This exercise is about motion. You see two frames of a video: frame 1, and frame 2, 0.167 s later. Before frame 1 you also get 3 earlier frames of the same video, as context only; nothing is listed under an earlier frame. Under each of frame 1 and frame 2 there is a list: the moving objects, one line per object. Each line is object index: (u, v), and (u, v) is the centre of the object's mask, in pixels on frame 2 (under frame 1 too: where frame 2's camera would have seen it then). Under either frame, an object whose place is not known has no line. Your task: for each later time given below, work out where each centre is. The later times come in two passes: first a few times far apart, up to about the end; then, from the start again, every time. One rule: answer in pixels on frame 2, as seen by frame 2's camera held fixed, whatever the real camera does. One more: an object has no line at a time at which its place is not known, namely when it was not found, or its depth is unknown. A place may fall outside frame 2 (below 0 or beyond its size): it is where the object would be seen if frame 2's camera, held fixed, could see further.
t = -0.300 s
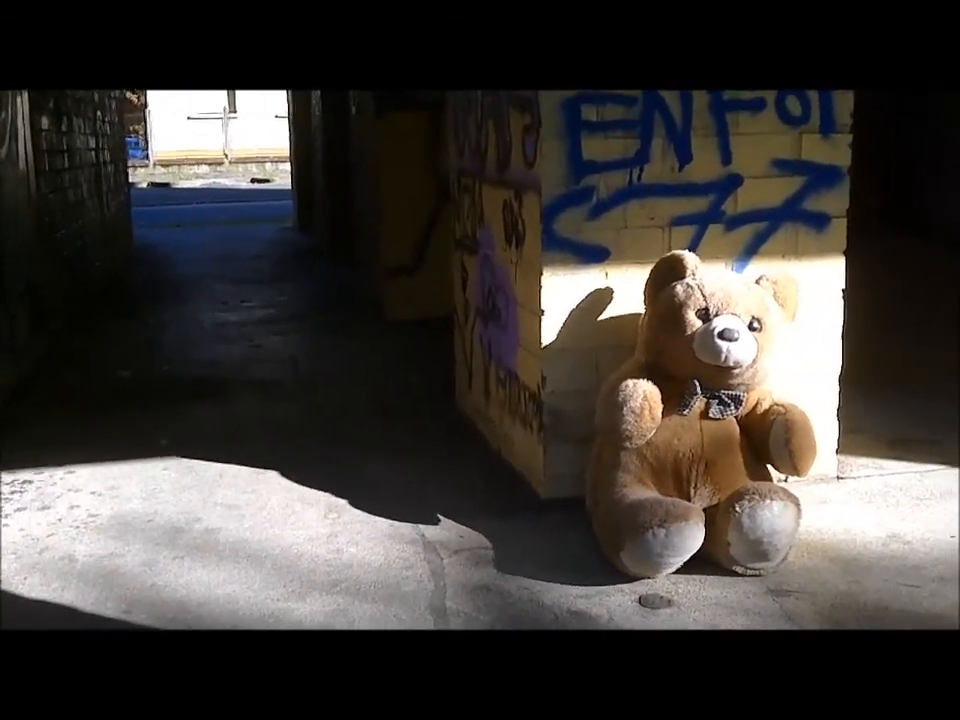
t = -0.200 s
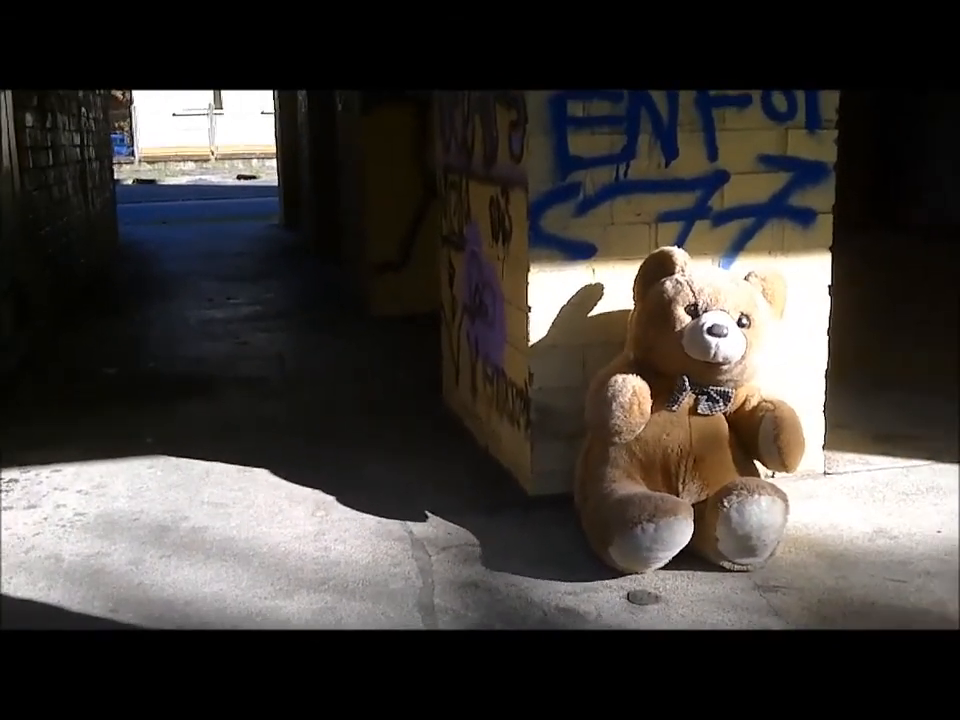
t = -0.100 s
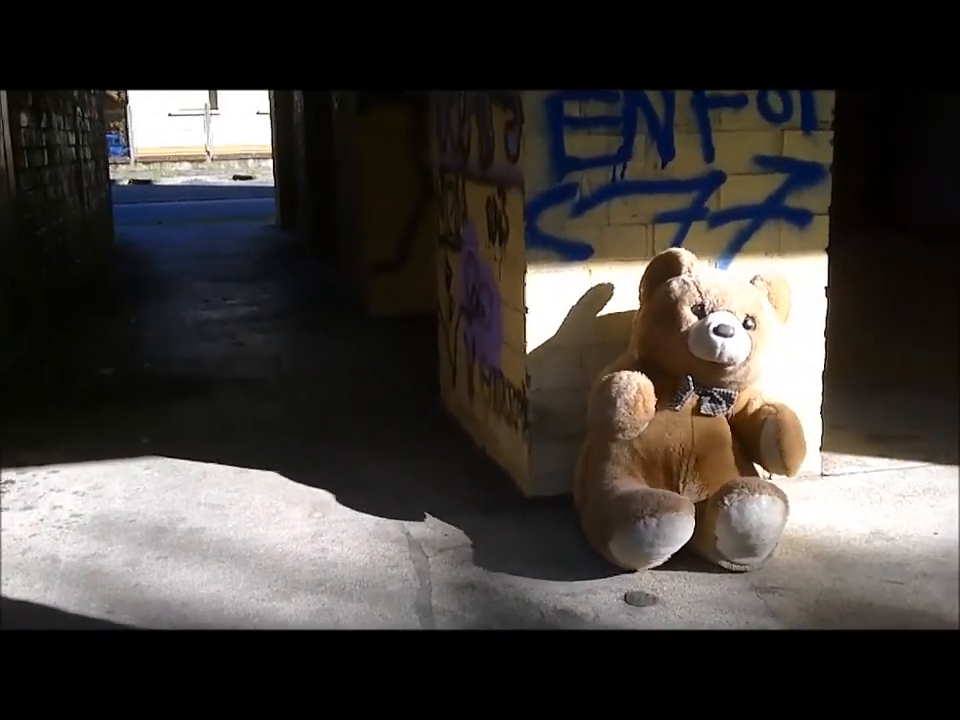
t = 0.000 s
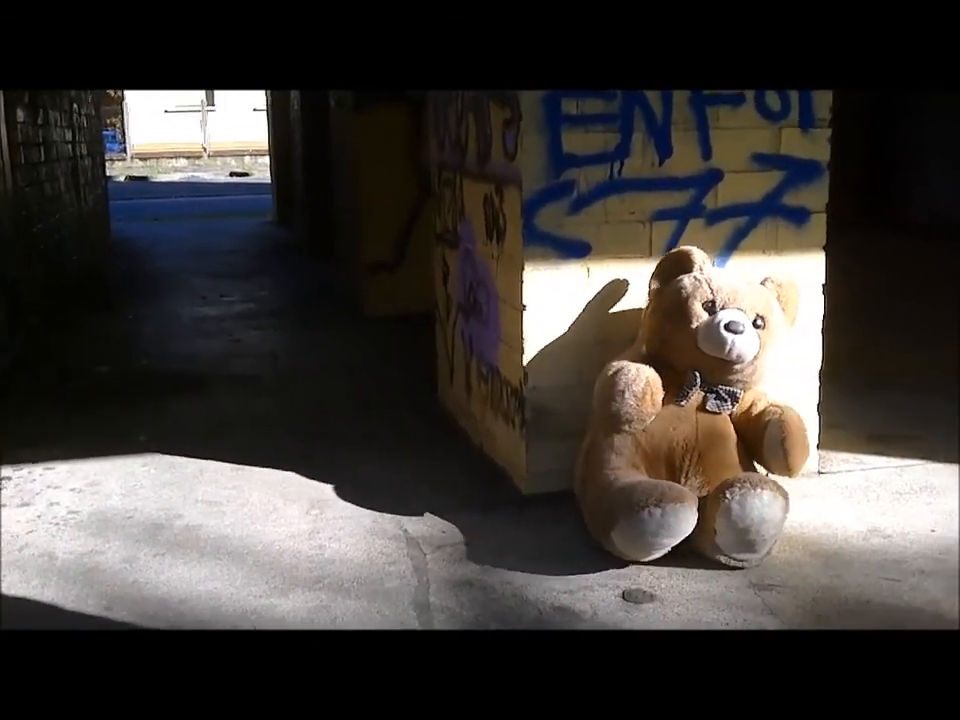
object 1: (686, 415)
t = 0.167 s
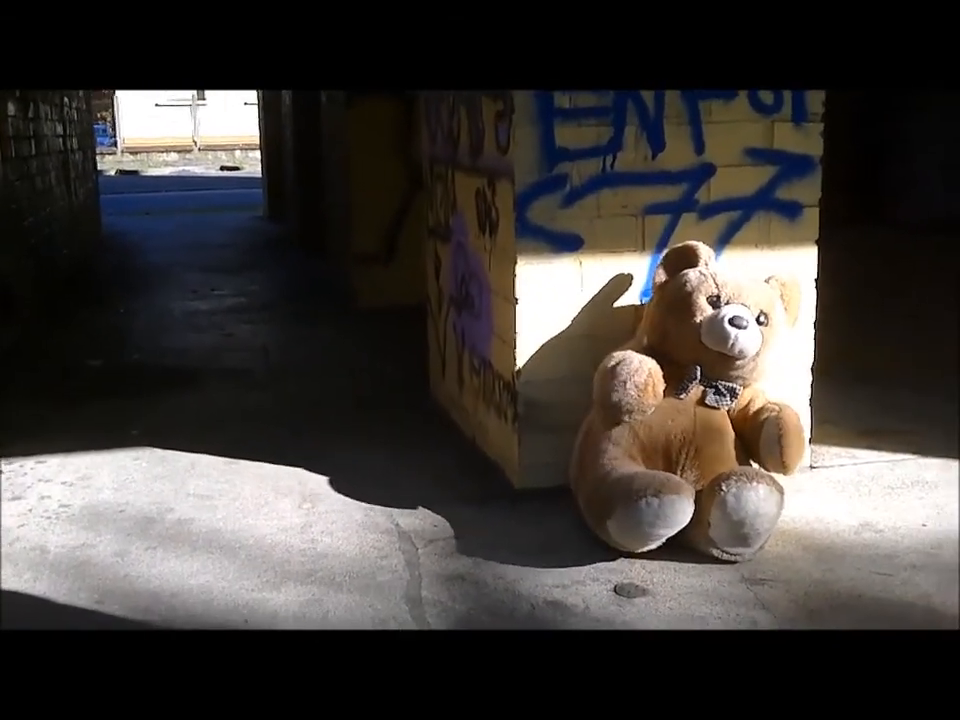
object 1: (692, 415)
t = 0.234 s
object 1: (691, 416)
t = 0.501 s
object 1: (706, 416)
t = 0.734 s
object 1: (731, 417)
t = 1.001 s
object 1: (777, 443)
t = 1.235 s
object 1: (790, 448)
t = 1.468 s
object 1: (778, 446)
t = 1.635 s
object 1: (779, 447)
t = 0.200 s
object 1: (692, 416)
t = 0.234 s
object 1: (691, 416)
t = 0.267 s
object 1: (692, 416)
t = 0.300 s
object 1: (693, 416)
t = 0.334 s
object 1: (695, 415)
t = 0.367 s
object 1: (696, 415)
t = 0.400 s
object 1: (699, 415)
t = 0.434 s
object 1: (701, 415)
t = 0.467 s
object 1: (705, 415)
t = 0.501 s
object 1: (706, 416)
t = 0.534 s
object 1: (710, 416)
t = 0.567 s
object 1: (713, 415)
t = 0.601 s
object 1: (715, 415)
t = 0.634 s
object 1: (719, 416)
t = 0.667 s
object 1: (723, 416)
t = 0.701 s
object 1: (727, 416)
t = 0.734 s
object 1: (731, 417)
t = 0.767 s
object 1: (735, 419)
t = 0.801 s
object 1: (740, 421)
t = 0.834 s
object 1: (745, 423)
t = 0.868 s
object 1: (752, 426)
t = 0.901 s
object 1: (759, 430)
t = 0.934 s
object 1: (765, 433)
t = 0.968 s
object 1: (772, 439)
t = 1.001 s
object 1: (777, 443)
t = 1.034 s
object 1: (782, 447)
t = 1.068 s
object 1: (787, 446)
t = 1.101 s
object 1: (790, 444)
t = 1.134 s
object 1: (792, 445)
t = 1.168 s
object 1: (793, 446)
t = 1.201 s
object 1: (791, 447)
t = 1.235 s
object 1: (790, 448)
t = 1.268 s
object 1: (788, 448)
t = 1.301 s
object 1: (784, 448)
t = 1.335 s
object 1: (782, 447)
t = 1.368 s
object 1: (780, 447)
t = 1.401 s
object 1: (778, 446)
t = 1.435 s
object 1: (778, 445)
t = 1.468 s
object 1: (778, 446)
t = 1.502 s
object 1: (779, 447)
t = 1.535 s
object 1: (779, 447)
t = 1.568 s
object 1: (779, 447)
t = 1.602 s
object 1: (779, 447)
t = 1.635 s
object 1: (779, 447)
